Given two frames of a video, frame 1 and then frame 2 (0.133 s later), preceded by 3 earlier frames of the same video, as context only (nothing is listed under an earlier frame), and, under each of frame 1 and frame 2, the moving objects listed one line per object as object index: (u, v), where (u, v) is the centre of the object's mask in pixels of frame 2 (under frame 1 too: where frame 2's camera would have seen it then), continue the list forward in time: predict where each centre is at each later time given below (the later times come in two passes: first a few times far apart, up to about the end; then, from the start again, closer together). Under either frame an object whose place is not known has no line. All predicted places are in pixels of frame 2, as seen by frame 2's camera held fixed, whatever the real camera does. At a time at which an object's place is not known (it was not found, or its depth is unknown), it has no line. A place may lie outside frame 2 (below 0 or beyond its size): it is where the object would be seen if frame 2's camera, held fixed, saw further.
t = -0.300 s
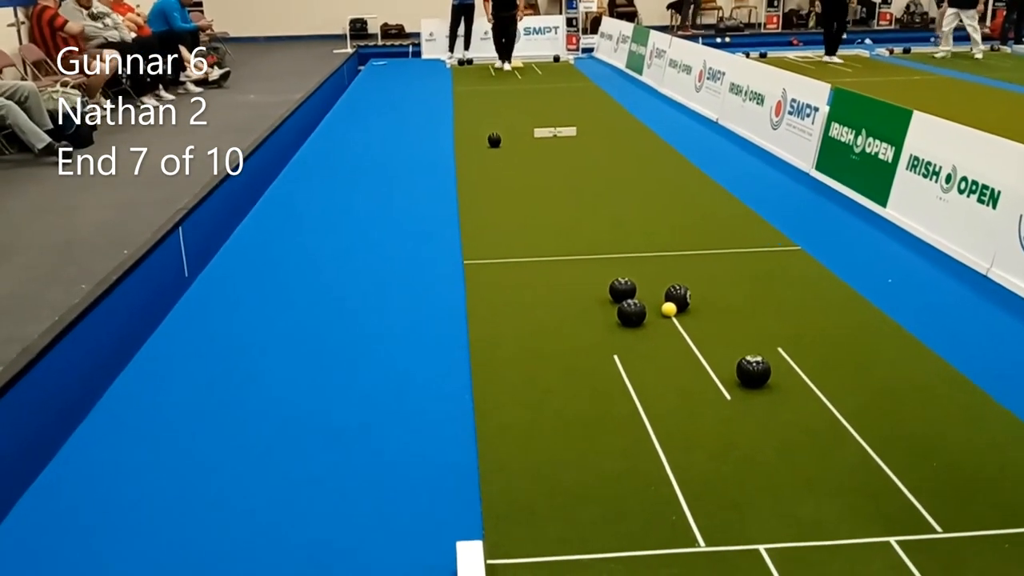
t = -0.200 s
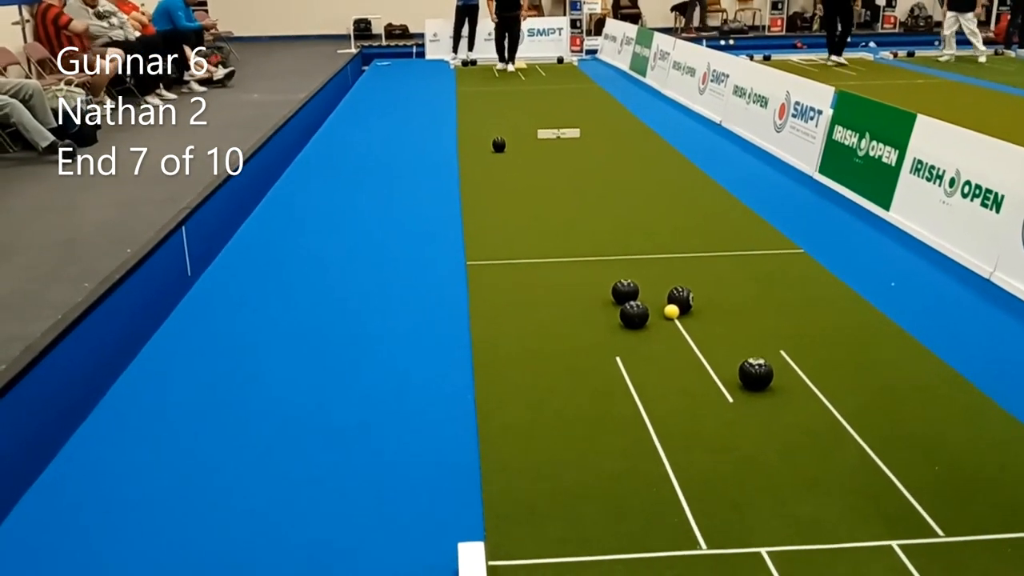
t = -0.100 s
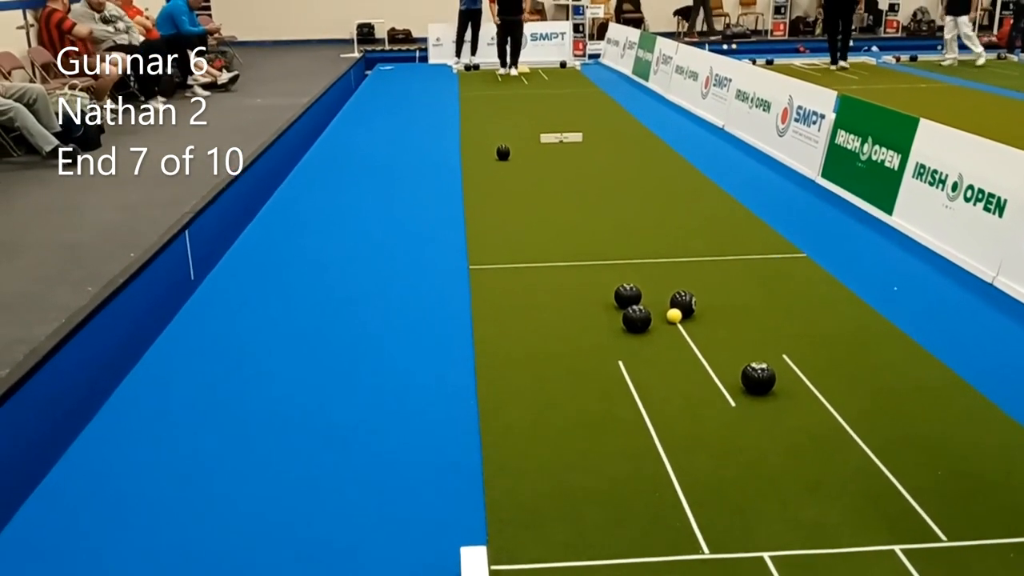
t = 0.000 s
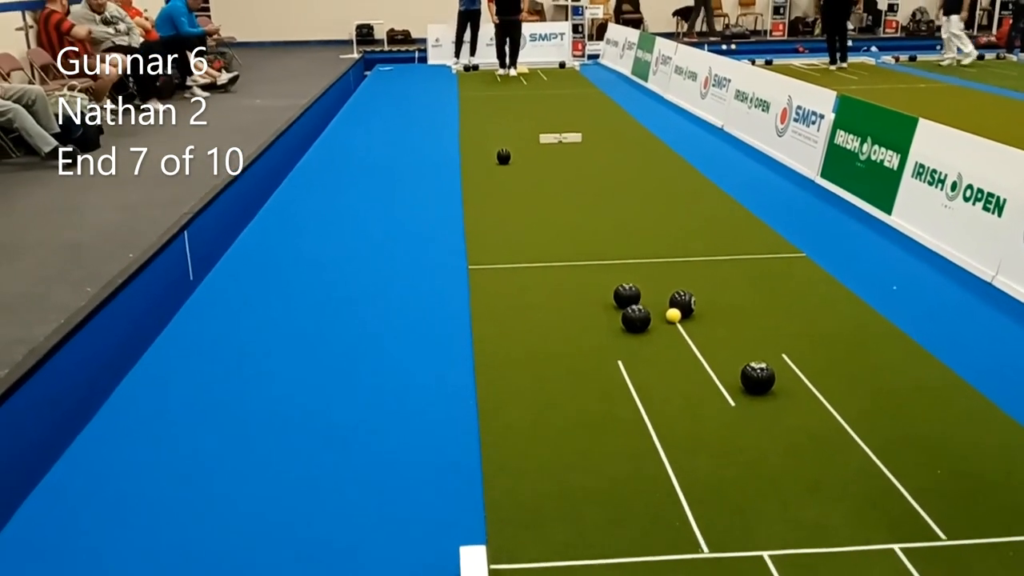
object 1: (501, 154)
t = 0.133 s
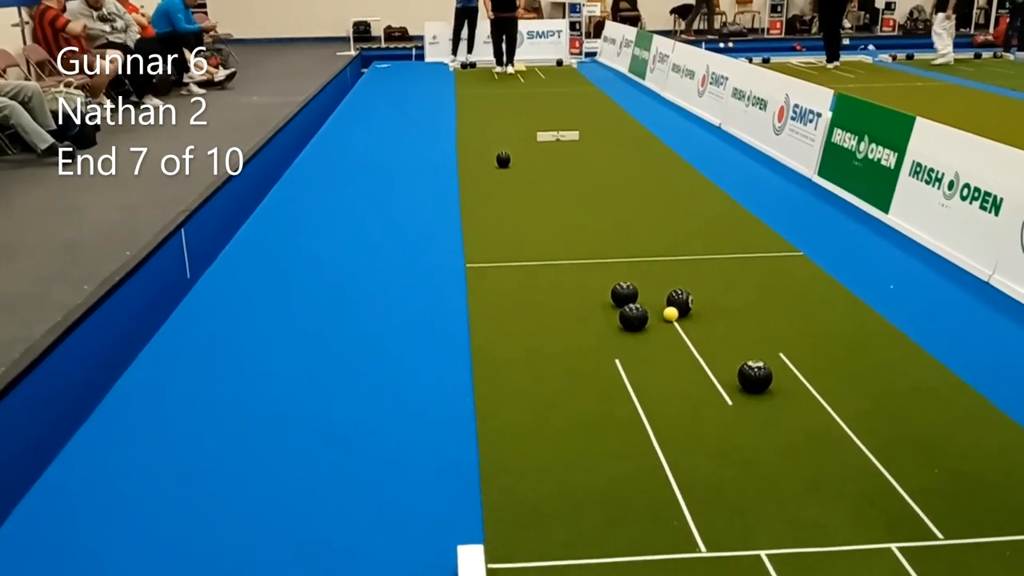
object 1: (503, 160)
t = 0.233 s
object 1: (505, 163)
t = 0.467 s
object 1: (510, 173)
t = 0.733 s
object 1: (517, 184)
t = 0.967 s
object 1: (523, 194)
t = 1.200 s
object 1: (531, 205)
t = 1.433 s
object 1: (540, 216)
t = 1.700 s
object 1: (552, 230)
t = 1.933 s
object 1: (563, 241)
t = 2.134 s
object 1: (573, 251)
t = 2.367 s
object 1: (586, 263)
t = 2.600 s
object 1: (600, 276)
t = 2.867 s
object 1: (611, 285)
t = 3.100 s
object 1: (615, 288)
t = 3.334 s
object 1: (616, 290)
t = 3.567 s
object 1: (617, 290)
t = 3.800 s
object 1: (617, 290)
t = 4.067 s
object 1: (617, 290)
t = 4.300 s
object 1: (617, 290)
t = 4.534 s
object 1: (616, 290)
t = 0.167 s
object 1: (503, 161)
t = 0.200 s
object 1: (504, 162)
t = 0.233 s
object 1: (505, 163)
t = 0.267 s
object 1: (505, 164)
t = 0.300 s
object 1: (506, 166)
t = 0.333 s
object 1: (507, 167)
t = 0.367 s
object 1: (508, 169)
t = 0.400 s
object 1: (508, 170)
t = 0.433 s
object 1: (509, 171)
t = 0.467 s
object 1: (510, 173)
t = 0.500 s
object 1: (511, 174)
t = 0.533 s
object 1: (511, 176)
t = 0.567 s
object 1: (512, 177)
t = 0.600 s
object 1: (513, 178)
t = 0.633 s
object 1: (514, 180)
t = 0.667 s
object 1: (515, 181)
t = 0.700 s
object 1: (515, 183)
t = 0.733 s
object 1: (517, 184)
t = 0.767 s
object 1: (518, 186)
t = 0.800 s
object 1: (518, 187)
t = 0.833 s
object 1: (519, 188)
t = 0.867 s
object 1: (520, 190)
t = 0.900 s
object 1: (521, 192)
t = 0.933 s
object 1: (522, 193)
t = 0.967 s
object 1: (523, 194)
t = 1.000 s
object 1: (524, 196)
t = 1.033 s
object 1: (526, 198)
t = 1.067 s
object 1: (527, 199)
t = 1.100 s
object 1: (528, 201)
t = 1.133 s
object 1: (529, 202)
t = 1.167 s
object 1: (530, 204)
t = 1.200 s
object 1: (531, 205)
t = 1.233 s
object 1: (532, 207)
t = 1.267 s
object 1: (534, 209)
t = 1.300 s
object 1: (535, 210)
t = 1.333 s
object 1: (536, 212)
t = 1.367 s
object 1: (538, 213)
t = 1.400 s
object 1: (539, 215)
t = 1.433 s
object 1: (540, 216)
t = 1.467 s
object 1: (542, 218)
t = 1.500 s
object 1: (543, 220)
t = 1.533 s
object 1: (544, 221)
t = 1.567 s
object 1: (546, 223)
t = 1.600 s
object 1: (547, 225)
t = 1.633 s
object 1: (549, 226)
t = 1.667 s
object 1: (550, 228)
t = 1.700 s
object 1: (552, 230)
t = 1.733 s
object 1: (553, 231)
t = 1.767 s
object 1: (555, 233)
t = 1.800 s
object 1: (556, 234)
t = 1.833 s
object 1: (558, 236)
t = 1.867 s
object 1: (559, 238)
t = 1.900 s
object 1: (561, 239)
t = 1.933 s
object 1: (563, 241)
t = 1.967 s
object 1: (564, 243)
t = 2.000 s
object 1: (566, 245)
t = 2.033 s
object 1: (568, 246)
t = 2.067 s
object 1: (569, 248)
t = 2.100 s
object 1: (571, 250)
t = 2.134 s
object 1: (573, 251)
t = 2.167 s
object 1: (575, 253)
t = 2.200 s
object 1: (576, 255)
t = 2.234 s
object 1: (578, 256)
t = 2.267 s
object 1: (580, 258)
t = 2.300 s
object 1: (582, 260)
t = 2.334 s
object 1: (584, 262)
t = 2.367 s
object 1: (586, 263)
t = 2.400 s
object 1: (588, 265)
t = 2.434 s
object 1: (590, 267)
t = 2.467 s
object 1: (592, 268)
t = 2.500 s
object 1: (594, 270)
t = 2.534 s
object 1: (596, 272)
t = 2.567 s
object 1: (598, 274)
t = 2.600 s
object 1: (600, 276)
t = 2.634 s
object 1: (602, 277)
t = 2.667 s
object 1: (604, 279)
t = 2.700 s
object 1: (605, 280)
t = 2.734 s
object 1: (607, 281)
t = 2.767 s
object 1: (608, 282)
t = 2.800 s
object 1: (609, 283)
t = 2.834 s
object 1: (610, 284)
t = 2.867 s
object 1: (611, 285)
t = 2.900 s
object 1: (612, 286)
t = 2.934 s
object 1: (612, 286)
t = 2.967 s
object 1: (613, 286)
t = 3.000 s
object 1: (614, 287)
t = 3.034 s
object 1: (614, 287)
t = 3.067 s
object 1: (615, 288)
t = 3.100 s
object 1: (615, 288)
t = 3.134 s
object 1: (615, 289)
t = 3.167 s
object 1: (615, 289)
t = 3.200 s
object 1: (616, 289)
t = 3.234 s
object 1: (616, 289)
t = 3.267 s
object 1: (616, 289)
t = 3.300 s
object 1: (616, 289)
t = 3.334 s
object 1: (616, 290)
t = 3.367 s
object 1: (616, 289)
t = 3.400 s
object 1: (617, 290)
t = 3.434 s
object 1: (617, 290)
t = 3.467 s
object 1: (617, 290)
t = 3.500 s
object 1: (617, 290)
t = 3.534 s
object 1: (617, 290)
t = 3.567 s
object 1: (617, 290)
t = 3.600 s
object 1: (617, 290)
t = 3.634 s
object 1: (617, 289)
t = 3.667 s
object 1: (617, 290)
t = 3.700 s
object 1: (617, 290)
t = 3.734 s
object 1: (617, 290)
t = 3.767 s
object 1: (617, 290)
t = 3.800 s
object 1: (617, 290)
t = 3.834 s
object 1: (617, 290)
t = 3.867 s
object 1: (617, 290)
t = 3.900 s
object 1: (617, 290)
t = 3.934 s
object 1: (617, 290)
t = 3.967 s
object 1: (617, 290)
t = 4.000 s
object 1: (617, 290)
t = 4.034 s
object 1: (617, 290)
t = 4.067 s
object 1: (617, 290)
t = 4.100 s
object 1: (617, 290)
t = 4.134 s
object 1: (617, 290)
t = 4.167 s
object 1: (617, 290)
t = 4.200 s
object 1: (617, 290)
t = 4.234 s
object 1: (617, 290)
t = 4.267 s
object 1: (617, 290)
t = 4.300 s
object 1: (617, 290)
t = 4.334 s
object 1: (617, 290)
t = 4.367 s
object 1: (617, 290)
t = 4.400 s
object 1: (616, 290)
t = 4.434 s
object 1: (616, 290)
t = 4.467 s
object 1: (616, 290)
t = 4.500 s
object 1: (617, 290)
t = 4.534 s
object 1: (616, 290)
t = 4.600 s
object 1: (616, 290)
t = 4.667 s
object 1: (616, 290)
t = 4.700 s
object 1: (616, 292)
